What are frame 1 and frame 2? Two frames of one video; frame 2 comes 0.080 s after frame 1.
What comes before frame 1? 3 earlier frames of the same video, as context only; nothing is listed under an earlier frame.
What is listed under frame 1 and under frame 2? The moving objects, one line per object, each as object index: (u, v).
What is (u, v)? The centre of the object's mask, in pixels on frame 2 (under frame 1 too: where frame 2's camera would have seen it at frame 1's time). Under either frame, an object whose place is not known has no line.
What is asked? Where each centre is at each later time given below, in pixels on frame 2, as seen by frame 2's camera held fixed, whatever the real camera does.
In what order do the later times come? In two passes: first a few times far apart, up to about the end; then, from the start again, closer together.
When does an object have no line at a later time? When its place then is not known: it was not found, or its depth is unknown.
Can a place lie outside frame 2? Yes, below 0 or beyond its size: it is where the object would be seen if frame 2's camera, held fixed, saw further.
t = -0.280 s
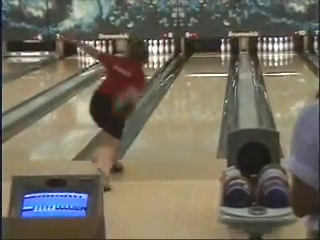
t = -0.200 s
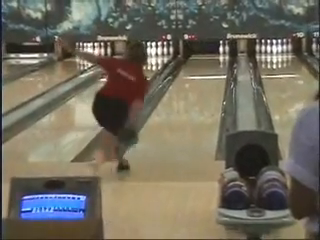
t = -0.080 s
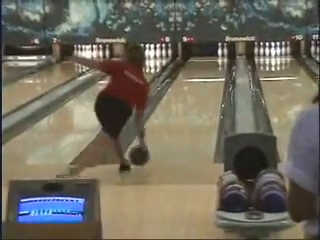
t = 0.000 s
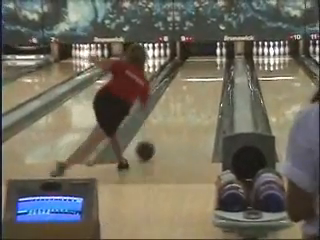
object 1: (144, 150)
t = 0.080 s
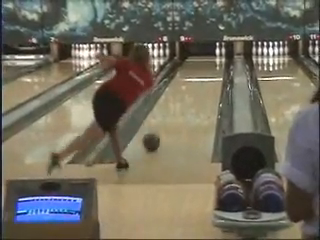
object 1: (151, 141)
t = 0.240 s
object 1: (162, 127)
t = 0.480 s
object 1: (175, 110)
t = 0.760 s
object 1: (187, 95)
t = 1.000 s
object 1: (195, 85)
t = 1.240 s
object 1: (202, 79)
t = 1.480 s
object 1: (206, 71)
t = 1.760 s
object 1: (212, 64)
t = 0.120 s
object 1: (153, 137)
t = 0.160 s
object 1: (156, 134)
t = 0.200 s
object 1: (159, 130)
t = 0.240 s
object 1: (162, 127)
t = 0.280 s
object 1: (164, 123)
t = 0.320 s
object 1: (167, 120)
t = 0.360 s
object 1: (168, 117)
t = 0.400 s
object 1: (171, 115)
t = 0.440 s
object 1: (173, 112)
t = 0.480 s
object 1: (175, 110)
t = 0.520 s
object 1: (176, 107)
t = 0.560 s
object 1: (179, 105)
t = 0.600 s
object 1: (180, 103)
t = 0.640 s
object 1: (182, 101)
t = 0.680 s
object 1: (184, 99)
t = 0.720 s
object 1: (185, 97)
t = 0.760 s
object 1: (187, 95)
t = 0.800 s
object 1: (188, 93)
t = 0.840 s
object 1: (190, 91)
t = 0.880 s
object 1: (191, 90)
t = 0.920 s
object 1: (192, 89)
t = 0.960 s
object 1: (194, 86)
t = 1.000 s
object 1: (195, 85)
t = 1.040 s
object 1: (197, 83)
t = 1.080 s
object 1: (198, 83)
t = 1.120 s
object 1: (199, 82)
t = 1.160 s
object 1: (200, 81)
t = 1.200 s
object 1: (201, 79)
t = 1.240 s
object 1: (202, 79)
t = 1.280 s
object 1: (202, 77)
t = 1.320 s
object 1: (204, 76)
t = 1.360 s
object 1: (205, 73)
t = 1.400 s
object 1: (205, 73)
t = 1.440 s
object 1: (205, 73)
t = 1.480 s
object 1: (206, 71)
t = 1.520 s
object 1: (207, 70)
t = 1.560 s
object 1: (209, 68)
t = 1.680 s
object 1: (211, 65)
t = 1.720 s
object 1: (212, 65)
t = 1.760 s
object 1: (212, 64)
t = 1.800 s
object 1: (212, 64)
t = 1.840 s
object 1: (213, 62)
